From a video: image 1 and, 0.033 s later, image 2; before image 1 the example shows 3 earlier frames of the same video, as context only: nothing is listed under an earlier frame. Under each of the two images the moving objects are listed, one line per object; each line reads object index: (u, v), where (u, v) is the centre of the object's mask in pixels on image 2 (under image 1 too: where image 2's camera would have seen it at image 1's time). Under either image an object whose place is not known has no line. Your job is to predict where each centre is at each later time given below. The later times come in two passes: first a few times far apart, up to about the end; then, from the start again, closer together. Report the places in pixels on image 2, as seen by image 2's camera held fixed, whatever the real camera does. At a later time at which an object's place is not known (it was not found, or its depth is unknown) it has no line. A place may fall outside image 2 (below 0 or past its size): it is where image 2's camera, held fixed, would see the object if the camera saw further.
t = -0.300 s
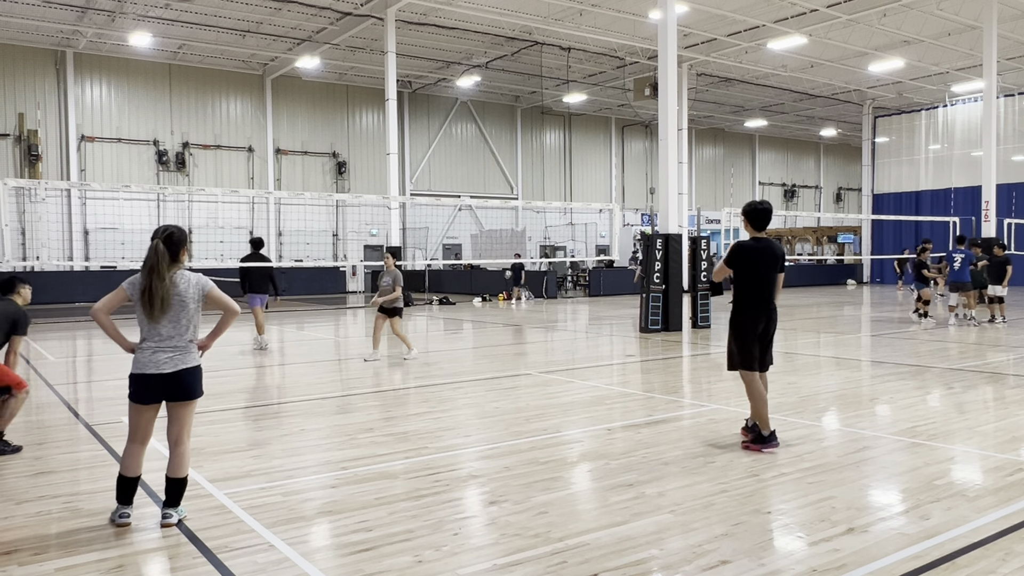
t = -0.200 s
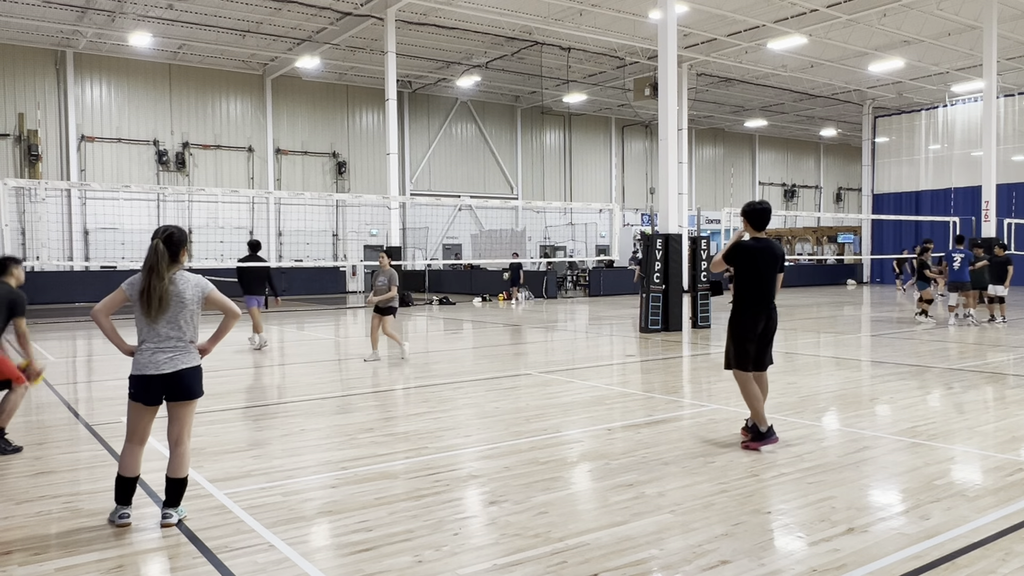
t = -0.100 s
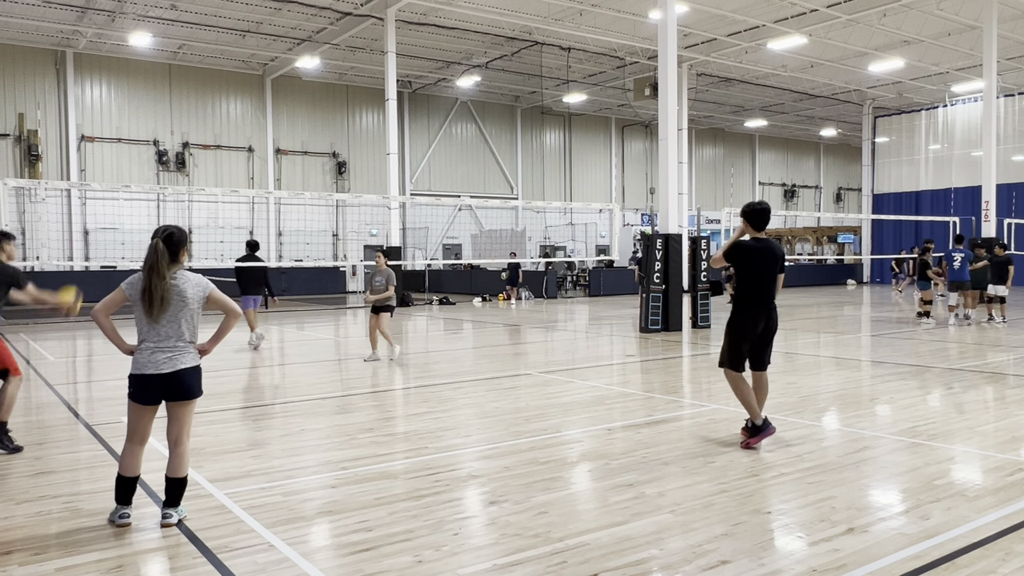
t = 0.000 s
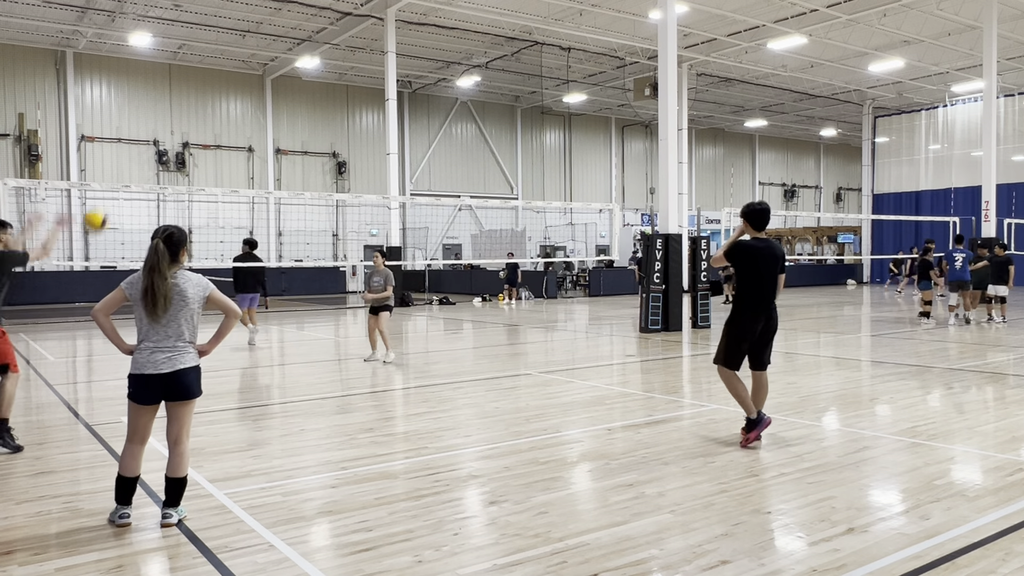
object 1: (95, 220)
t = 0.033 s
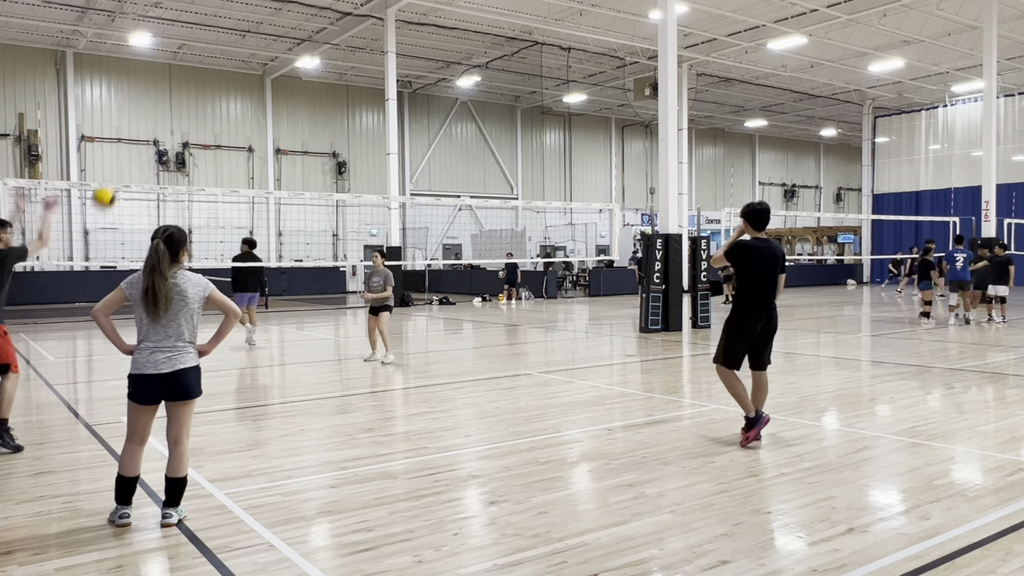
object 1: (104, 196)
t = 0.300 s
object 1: (166, 75)
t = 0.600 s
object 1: (223, 44)
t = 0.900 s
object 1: (270, 95)
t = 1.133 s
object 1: (300, 176)
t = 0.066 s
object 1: (112, 175)
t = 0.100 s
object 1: (120, 155)
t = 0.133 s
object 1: (129, 138)
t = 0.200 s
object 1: (144, 108)
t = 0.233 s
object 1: (152, 95)
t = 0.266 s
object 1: (159, 85)
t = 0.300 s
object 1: (166, 75)
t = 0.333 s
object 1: (173, 67)
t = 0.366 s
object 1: (180, 60)
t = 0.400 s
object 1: (186, 54)
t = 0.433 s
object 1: (193, 50)
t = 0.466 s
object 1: (199, 47)
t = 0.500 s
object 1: (205, 45)
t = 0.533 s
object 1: (211, 43)
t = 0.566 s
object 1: (217, 43)
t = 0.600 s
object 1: (223, 44)
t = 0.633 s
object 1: (229, 46)
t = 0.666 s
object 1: (234, 49)
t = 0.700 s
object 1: (239, 53)
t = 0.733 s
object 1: (245, 58)
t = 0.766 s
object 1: (250, 64)
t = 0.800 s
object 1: (256, 70)
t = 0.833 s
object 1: (261, 78)
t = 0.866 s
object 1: (266, 86)
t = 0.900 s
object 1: (270, 95)
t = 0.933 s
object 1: (274, 104)
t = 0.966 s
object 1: (279, 114)
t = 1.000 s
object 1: (283, 125)
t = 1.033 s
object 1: (288, 137)
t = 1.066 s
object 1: (292, 149)
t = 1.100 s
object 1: (297, 162)
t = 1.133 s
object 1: (300, 176)
